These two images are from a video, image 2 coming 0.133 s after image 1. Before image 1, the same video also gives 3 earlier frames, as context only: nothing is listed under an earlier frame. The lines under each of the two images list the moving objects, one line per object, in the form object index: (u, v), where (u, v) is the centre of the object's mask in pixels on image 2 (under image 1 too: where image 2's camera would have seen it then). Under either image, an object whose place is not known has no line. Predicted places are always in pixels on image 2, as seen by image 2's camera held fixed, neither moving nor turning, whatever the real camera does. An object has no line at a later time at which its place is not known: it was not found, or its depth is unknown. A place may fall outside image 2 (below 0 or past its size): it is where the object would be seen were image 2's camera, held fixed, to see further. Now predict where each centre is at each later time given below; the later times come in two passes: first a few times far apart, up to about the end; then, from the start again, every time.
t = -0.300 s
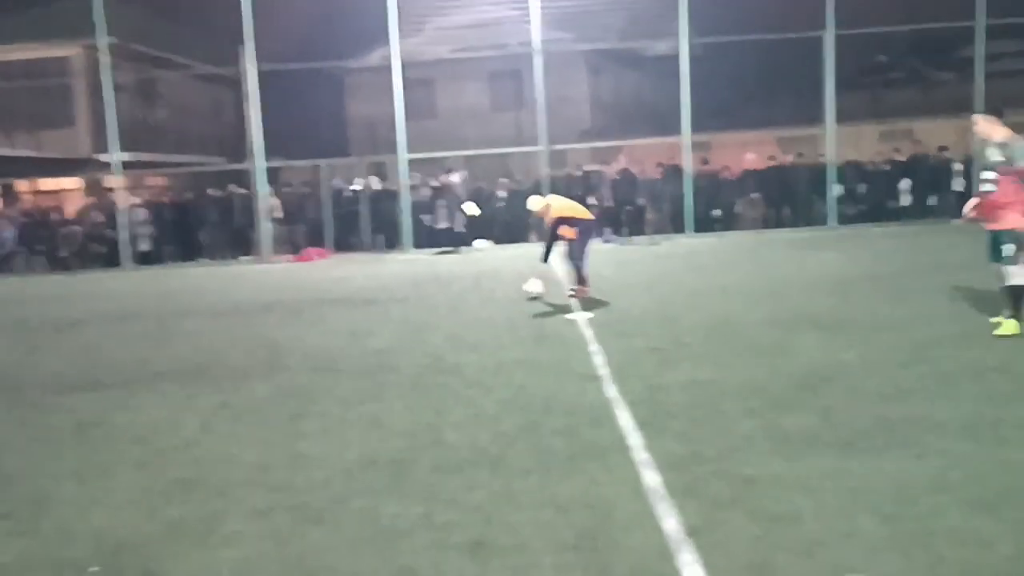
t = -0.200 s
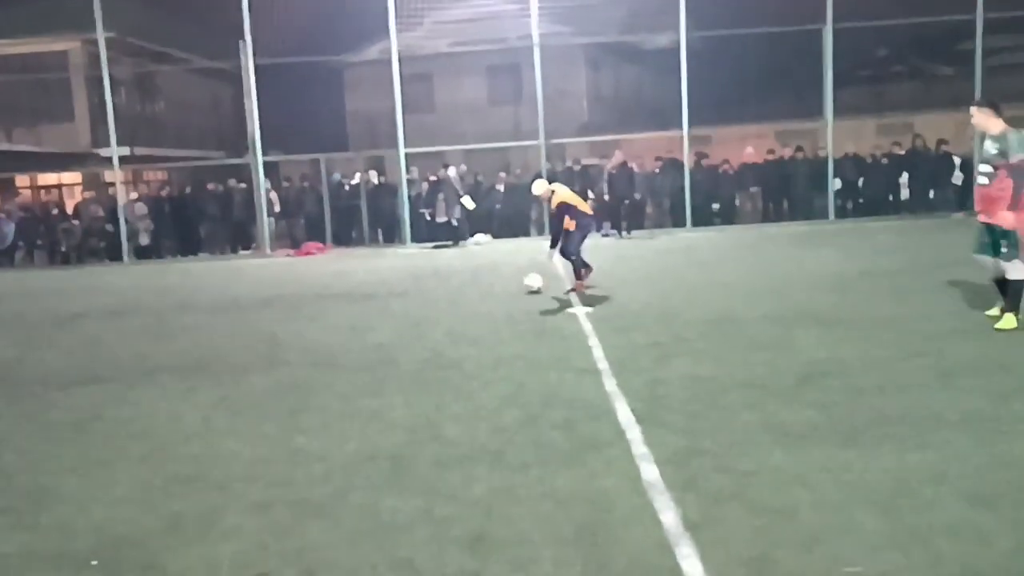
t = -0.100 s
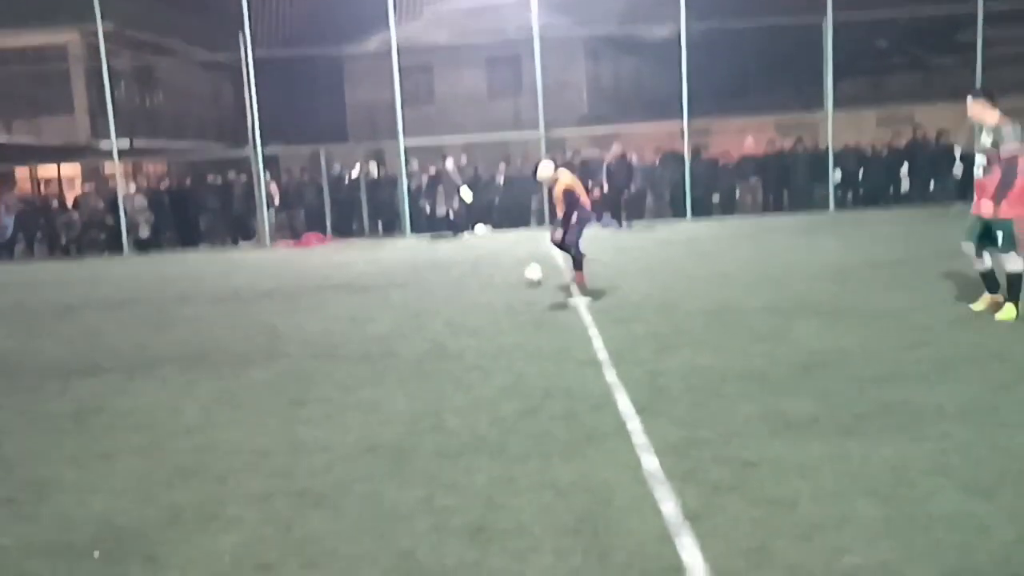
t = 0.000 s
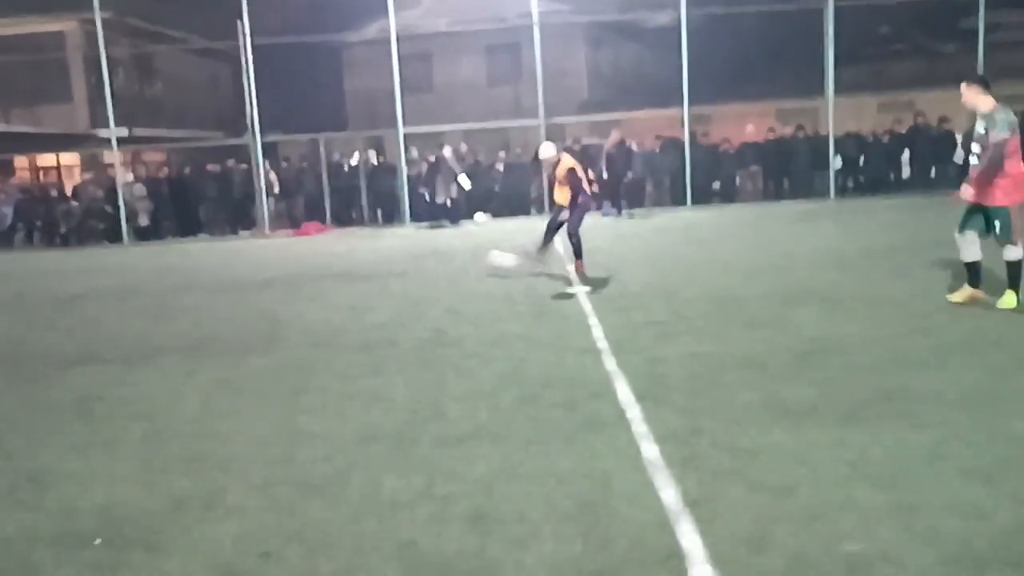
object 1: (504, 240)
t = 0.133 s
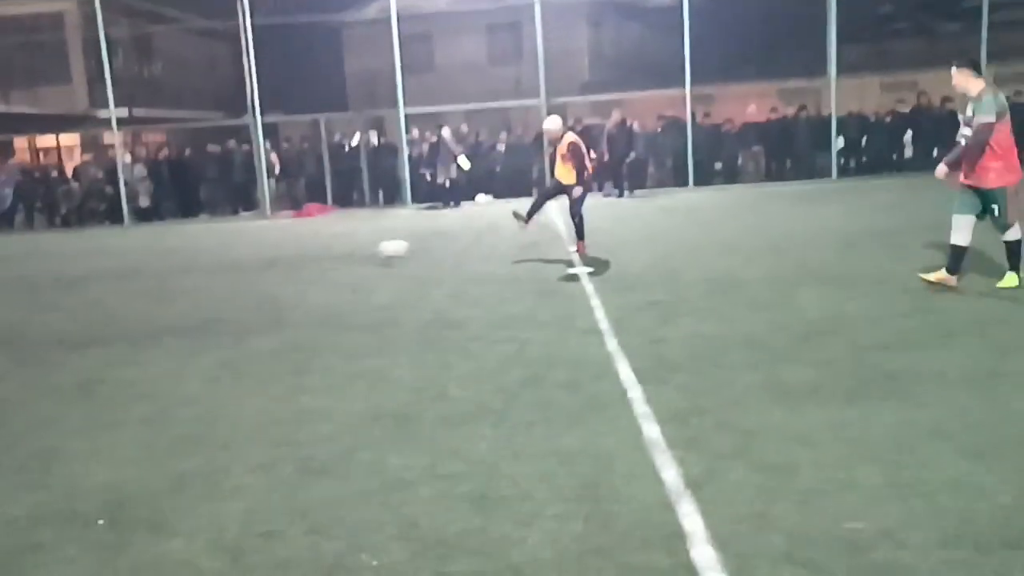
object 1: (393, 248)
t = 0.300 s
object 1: (267, 256)
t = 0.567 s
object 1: (100, 268)
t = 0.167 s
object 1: (366, 253)
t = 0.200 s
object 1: (338, 256)
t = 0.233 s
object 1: (315, 255)
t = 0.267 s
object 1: (290, 256)
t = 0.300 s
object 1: (267, 256)
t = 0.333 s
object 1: (244, 259)
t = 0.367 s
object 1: (220, 262)
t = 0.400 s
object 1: (198, 264)
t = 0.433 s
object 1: (178, 263)
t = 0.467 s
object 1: (158, 262)
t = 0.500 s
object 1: (138, 263)
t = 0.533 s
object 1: (119, 264)
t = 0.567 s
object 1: (100, 268)
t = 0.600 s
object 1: (80, 272)
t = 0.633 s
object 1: (63, 272)
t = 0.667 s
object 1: (46, 272)
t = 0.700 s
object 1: (28, 270)
